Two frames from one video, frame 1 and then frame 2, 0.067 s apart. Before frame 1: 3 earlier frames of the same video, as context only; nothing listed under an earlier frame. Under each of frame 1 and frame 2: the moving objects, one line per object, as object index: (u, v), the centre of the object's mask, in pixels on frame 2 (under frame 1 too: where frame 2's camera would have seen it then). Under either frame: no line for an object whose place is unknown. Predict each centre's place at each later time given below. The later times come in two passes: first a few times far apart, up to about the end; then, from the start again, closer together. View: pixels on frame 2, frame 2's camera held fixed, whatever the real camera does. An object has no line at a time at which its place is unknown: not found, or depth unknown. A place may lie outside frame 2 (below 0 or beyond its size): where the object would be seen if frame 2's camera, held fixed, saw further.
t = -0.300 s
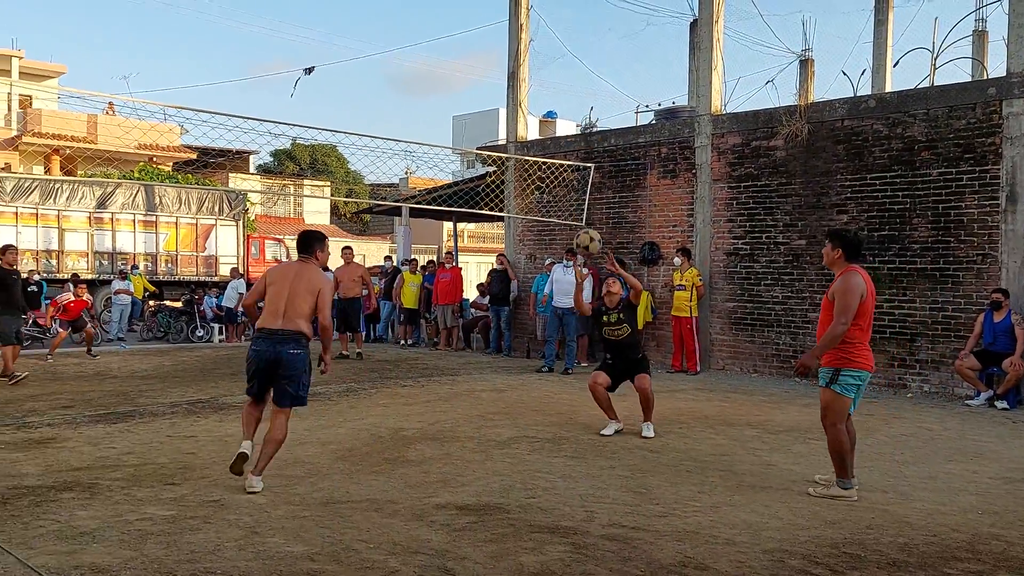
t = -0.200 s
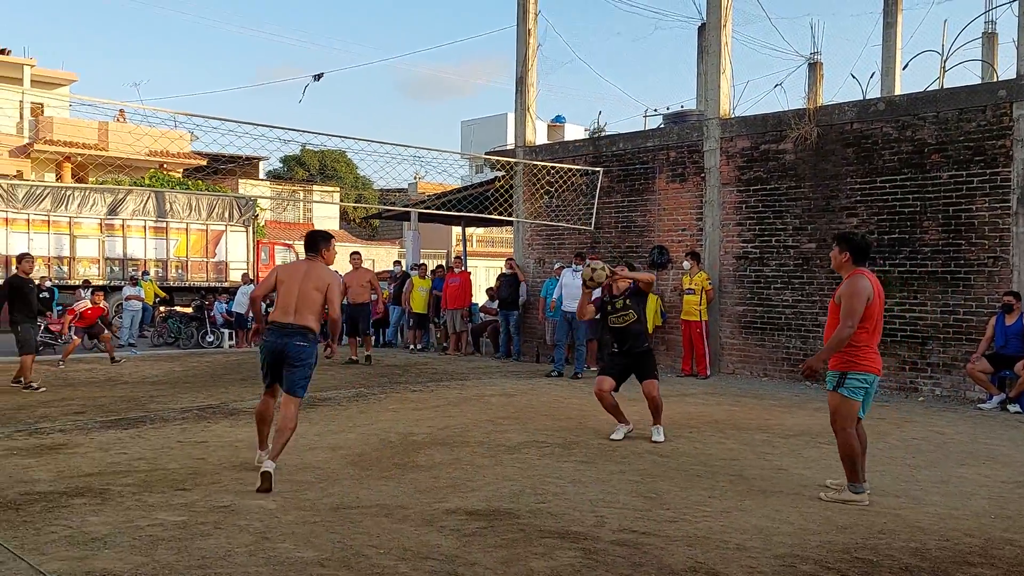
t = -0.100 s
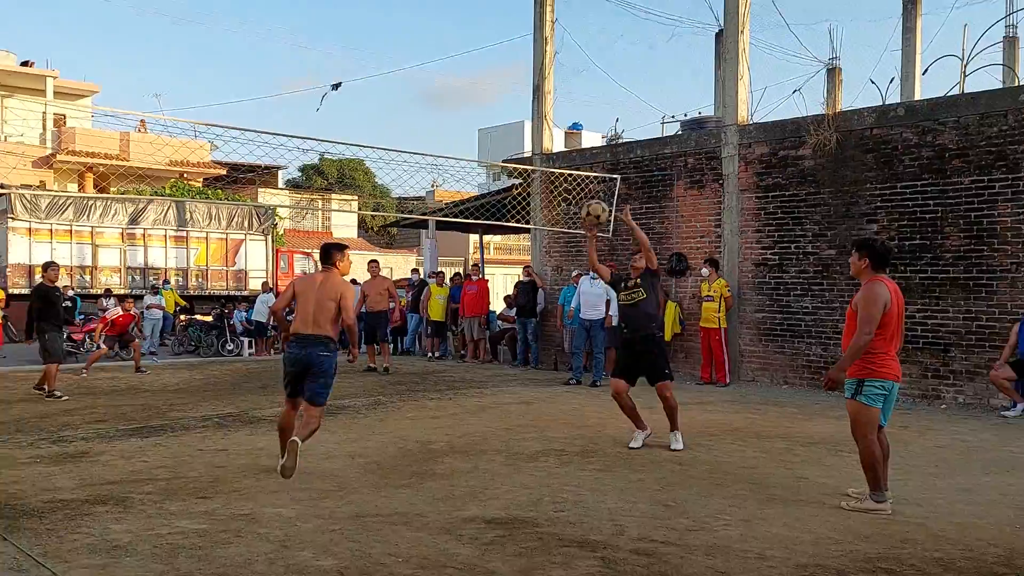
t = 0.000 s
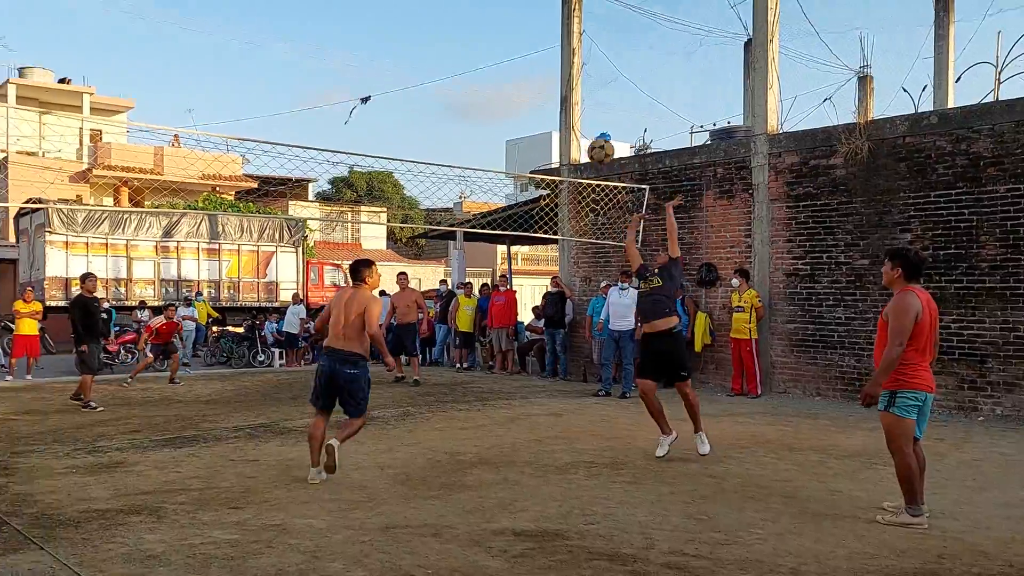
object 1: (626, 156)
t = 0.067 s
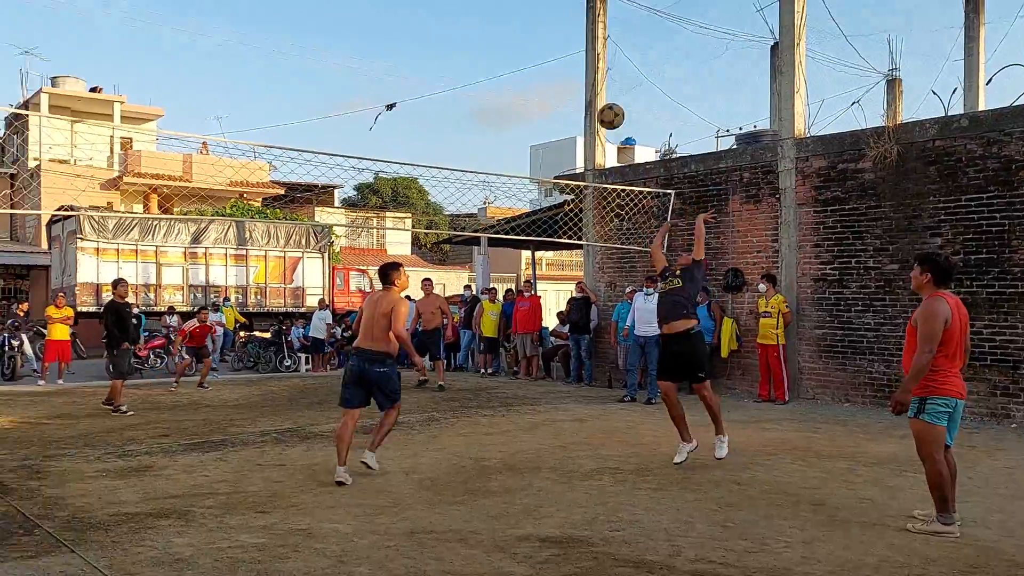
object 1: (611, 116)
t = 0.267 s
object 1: (570, 30)
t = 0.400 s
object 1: (544, 1)
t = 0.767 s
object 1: (477, 21)
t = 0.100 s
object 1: (604, 98)
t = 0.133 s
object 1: (597, 82)
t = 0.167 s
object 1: (590, 67)
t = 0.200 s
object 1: (582, 54)
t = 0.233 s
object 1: (576, 41)
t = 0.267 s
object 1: (570, 30)
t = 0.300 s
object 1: (563, 21)
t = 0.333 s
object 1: (557, 13)
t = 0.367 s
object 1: (550, 6)
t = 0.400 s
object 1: (544, 1)
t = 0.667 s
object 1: (495, 2)
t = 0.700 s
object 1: (489, 7)
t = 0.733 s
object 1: (483, 14)
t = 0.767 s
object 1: (477, 21)
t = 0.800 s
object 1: (472, 30)
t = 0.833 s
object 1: (466, 39)
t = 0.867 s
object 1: (460, 50)
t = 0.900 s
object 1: (455, 63)
